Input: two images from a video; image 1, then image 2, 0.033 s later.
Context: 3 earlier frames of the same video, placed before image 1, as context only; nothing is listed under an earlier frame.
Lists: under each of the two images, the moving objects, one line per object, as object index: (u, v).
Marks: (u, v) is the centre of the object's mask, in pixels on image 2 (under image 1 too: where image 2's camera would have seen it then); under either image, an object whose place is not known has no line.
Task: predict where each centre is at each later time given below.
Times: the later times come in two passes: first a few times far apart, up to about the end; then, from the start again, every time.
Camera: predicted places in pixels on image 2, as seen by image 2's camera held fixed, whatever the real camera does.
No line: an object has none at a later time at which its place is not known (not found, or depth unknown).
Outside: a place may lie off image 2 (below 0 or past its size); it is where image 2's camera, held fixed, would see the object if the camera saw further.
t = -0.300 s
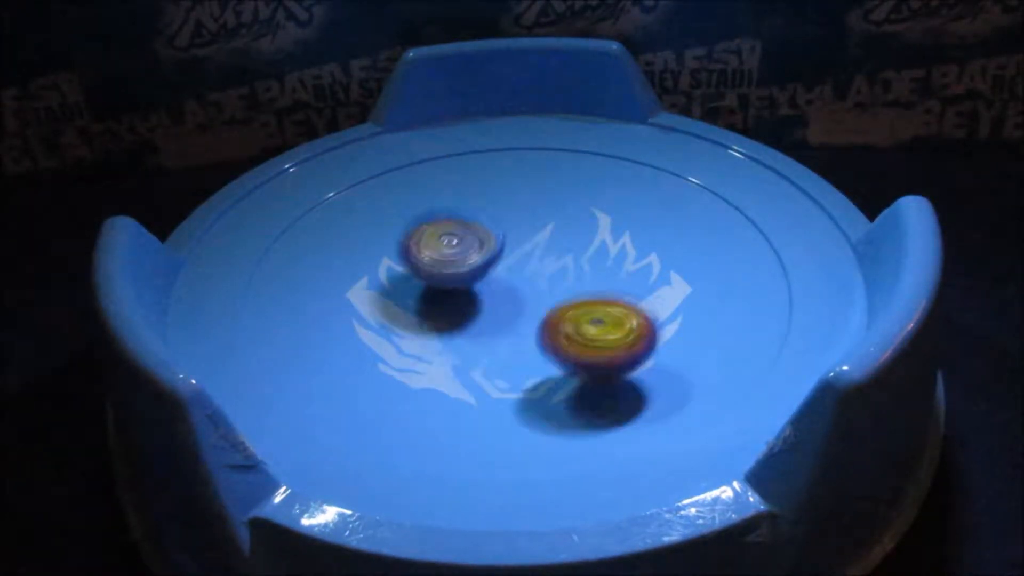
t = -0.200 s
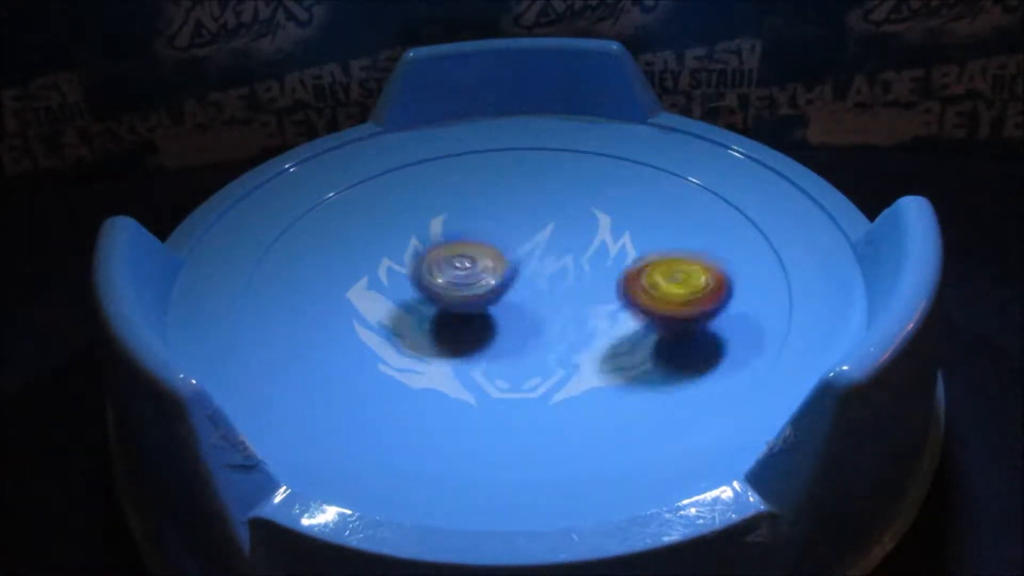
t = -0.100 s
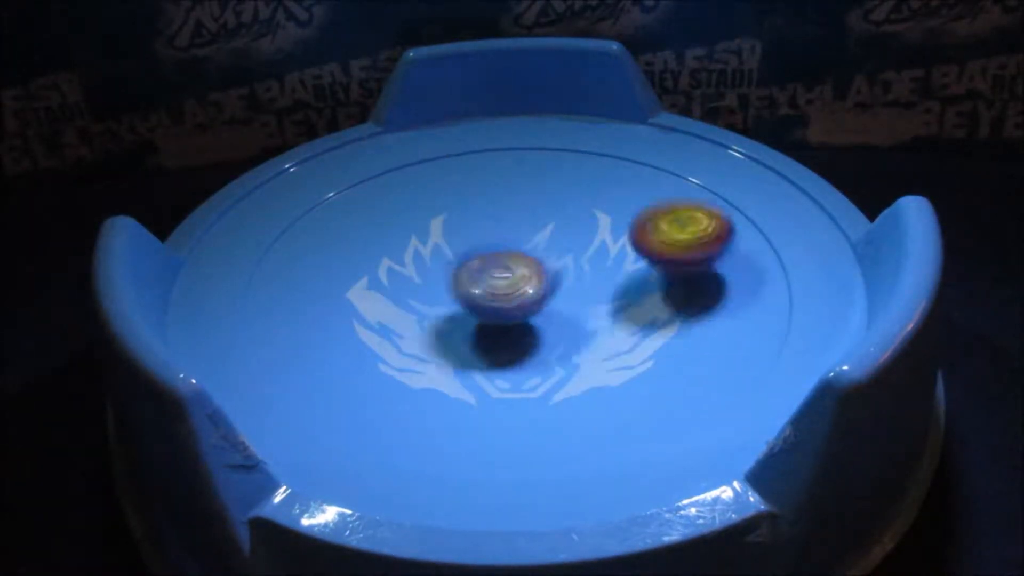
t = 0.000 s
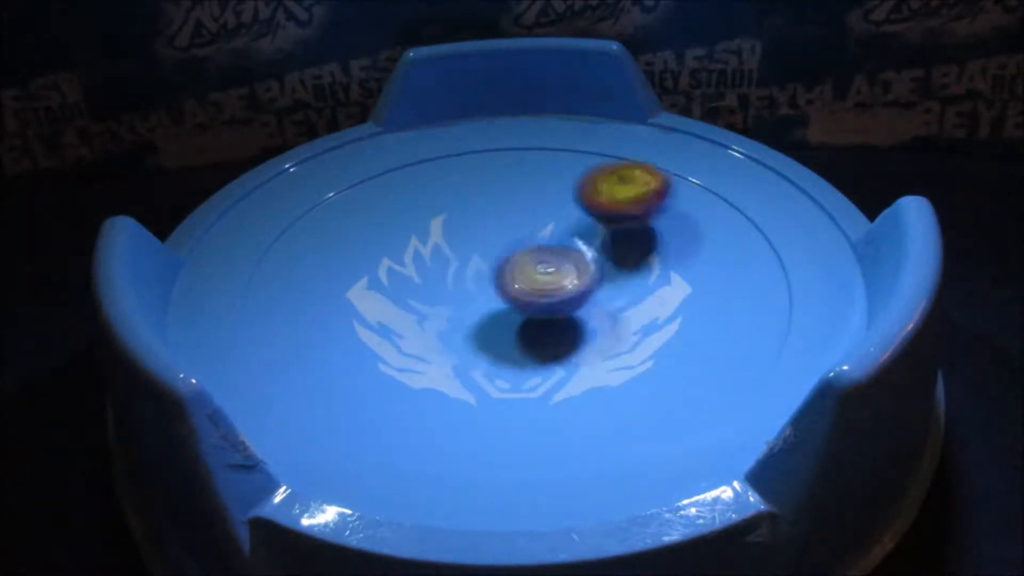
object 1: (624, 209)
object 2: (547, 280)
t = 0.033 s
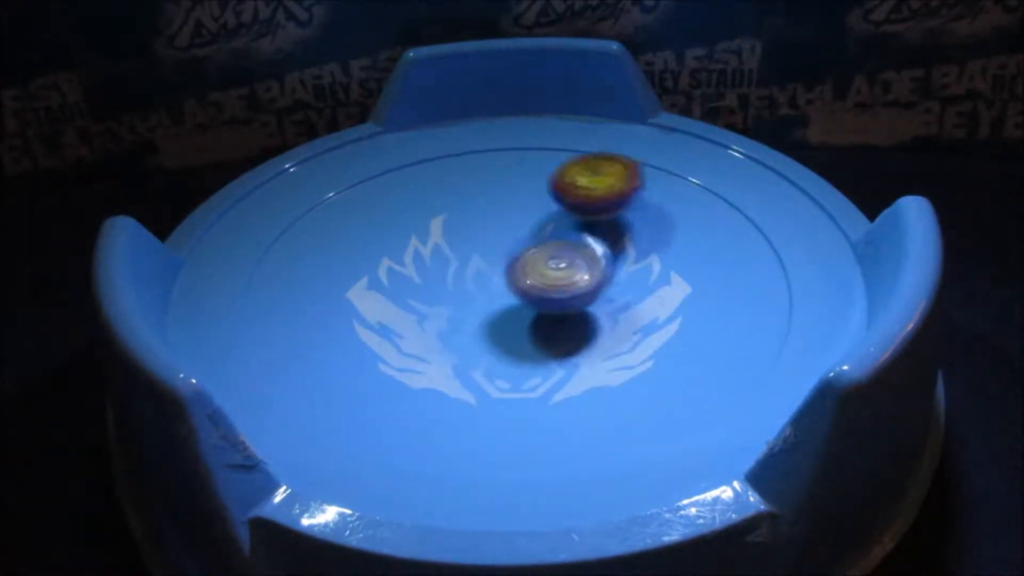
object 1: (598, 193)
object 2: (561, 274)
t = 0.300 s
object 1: (364, 258)
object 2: (558, 229)
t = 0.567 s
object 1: (505, 380)
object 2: (489, 267)
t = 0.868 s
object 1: (630, 229)
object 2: (559, 303)
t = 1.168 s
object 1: (390, 234)
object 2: (545, 252)
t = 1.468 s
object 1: (545, 345)
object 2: (455, 269)
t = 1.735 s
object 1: (609, 229)
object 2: (513, 296)
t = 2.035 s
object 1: (426, 264)
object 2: (550, 244)
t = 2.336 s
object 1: (575, 338)
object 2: (480, 247)
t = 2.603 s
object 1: (593, 235)
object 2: (521, 290)
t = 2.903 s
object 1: (407, 272)
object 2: (579, 260)
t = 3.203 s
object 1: (560, 338)
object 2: (497, 256)
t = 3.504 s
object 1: (585, 229)
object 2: (492, 298)
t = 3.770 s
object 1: (434, 250)
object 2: (549, 273)
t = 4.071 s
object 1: (522, 338)
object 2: (501, 241)
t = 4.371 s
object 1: (614, 254)
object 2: (490, 280)
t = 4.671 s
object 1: (462, 242)
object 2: (563, 272)
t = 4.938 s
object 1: (458, 328)
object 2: (536, 246)
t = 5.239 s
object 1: (608, 292)
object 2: (482, 273)
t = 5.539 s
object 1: (535, 215)
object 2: (519, 297)
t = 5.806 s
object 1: (454, 222)
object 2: (545, 312)
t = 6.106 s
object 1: (501, 209)
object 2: (504, 337)
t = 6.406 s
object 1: (545, 223)
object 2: (484, 296)
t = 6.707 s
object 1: (599, 261)
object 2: (483, 255)
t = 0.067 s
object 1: (564, 190)
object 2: (573, 269)
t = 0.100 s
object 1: (527, 192)
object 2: (578, 264)
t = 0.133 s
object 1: (497, 198)
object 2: (583, 256)
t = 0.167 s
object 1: (465, 205)
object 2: (584, 248)
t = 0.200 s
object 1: (431, 214)
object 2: (582, 241)
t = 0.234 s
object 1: (407, 226)
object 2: (577, 235)
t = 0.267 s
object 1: (384, 243)
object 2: (569, 230)
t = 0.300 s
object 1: (364, 258)
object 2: (558, 229)
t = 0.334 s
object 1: (356, 274)
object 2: (546, 229)
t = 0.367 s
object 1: (352, 297)
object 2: (534, 230)
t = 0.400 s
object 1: (354, 317)
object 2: (522, 232)
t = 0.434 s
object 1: (367, 335)
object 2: (512, 237)
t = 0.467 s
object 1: (391, 357)
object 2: (502, 244)
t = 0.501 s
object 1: (420, 373)
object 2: (495, 251)
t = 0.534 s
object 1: (461, 378)
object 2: (491, 259)
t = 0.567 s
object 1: (505, 380)
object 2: (489, 267)
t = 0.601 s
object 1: (549, 379)
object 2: (490, 275)
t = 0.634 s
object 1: (586, 370)
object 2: (492, 281)
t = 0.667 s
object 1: (619, 350)
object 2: (496, 289)
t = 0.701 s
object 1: (646, 329)
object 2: (503, 295)
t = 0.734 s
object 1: (661, 311)
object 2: (513, 300)
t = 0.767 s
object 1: (663, 289)
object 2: (522, 304)
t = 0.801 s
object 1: (656, 265)
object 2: (533, 305)
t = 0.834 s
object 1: (645, 245)
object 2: (546, 305)
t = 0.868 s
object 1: (630, 229)
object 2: (559, 303)
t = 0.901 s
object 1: (608, 211)
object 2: (570, 298)
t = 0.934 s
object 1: (580, 201)
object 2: (577, 293)
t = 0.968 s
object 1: (548, 196)
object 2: (581, 288)
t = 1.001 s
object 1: (520, 194)
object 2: (582, 281)
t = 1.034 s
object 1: (492, 195)
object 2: (580, 273)
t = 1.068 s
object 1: (461, 201)
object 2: (575, 266)
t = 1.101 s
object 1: (432, 209)
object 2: (567, 260)
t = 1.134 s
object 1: (407, 220)
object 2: (557, 256)
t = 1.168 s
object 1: (390, 234)
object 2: (545, 252)
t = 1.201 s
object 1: (379, 252)
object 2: (533, 250)
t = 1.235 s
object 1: (374, 274)
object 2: (521, 249)
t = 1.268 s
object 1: (377, 294)
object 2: (509, 249)
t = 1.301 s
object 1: (388, 310)
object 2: (498, 250)
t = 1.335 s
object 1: (412, 324)
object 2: (486, 252)
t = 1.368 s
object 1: (444, 335)
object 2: (477, 253)
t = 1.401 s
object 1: (476, 344)
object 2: (467, 256)
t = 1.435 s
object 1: (510, 348)
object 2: (459, 264)
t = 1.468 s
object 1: (545, 345)
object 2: (455, 269)
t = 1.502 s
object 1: (574, 336)
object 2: (453, 276)
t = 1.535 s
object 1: (602, 321)
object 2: (453, 283)
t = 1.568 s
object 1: (623, 303)
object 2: (457, 290)
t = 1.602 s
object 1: (635, 286)
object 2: (465, 295)
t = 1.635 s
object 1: (640, 270)
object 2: (475, 298)
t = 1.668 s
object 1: (636, 255)
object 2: (488, 299)
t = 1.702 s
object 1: (626, 241)
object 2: (500, 298)
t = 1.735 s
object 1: (609, 229)
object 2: (513, 296)
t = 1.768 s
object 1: (587, 218)
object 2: (525, 291)
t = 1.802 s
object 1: (563, 205)
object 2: (536, 287)
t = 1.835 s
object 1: (537, 202)
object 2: (545, 281)
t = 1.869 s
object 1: (513, 204)
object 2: (550, 276)
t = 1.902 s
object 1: (489, 213)
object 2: (555, 269)
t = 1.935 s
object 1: (469, 224)
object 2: (555, 263)
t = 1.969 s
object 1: (451, 235)
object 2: (555, 256)
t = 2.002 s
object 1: (437, 249)
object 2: (554, 250)
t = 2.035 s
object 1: (426, 264)
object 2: (550, 244)
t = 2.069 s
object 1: (420, 283)
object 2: (546, 239)
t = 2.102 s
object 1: (421, 298)
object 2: (538, 234)
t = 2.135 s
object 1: (428, 314)
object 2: (530, 231)
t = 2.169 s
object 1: (442, 327)
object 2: (521, 228)
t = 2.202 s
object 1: (462, 336)
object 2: (512, 229)
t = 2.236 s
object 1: (488, 343)
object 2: (502, 231)
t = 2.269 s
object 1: (517, 347)
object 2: (493, 235)
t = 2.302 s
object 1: (547, 344)
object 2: (485, 241)
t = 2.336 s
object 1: (575, 338)
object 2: (480, 247)
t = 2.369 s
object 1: (599, 327)
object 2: (479, 254)
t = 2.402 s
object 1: (617, 316)
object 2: (479, 262)
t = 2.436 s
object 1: (629, 301)
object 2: (482, 268)
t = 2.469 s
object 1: (633, 286)
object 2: (489, 274)
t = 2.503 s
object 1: (632, 271)
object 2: (494, 279)
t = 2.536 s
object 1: (624, 258)
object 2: (502, 284)
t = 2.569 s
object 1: (611, 246)
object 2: (510, 287)
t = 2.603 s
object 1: (593, 235)
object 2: (521, 290)
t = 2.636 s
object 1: (573, 220)
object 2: (533, 290)
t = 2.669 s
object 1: (547, 209)
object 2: (543, 291)
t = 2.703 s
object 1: (523, 214)
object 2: (554, 290)
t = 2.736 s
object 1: (499, 221)
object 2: (565, 287)
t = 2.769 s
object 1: (475, 228)
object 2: (573, 283)
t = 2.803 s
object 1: (453, 235)
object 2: (579, 278)
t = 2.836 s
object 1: (433, 245)
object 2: (581, 273)
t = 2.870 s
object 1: (418, 257)
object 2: (581, 266)
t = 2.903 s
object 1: (407, 272)
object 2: (579, 260)
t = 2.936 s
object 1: (402, 287)
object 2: (572, 255)
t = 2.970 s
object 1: (404, 303)
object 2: (565, 252)
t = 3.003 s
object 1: (413, 318)
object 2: (557, 249)
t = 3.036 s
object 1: (428, 331)
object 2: (546, 246)
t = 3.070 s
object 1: (451, 341)
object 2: (536, 247)
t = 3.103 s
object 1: (477, 347)
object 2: (524, 247)
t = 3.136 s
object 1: (506, 348)
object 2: (514, 250)
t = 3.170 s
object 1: (532, 345)
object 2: (505, 251)
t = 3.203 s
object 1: (560, 338)
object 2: (497, 256)
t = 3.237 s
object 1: (584, 329)
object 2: (489, 261)
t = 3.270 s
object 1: (601, 317)
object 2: (483, 265)
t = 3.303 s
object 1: (613, 304)
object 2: (477, 271)
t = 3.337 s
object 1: (621, 291)
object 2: (475, 276)
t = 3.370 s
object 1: (623, 278)
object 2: (473, 282)
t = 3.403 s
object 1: (621, 264)
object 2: (476, 287)
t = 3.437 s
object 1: (614, 250)
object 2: (479, 292)
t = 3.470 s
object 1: (602, 239)
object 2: (486, 296)
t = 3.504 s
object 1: (585, 229)
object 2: (492, 298)
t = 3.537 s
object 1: (566, 220)
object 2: (503, 299)
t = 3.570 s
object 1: (543, 213)
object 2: (512, 299)
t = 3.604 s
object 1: (520, 211)
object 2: (522, 298)
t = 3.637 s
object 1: (499, 214)
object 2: (531, 294)
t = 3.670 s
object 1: (479, 223)
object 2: (537, 291)
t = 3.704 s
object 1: (462, 232)
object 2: (544, 285)
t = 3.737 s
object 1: (446, 241)
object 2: (546, 279)
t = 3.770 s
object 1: (434, 250)
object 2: (549, 273)
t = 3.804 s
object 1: (423, 261)
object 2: (549, 267)
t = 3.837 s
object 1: (417, 276)
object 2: (545, 261)
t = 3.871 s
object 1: (418, 291)
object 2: (542, 257)
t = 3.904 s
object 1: (425, 307)
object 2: (539, 251)
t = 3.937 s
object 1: (439, 320)
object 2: (533, 247)
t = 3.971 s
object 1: (458, 329)
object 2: (526, 244)
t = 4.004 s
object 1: (478, 333)
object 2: (517, 242)
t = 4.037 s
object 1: (499, 336)
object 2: (509, 242)
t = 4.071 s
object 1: (522, 338)
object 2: (501, 241)
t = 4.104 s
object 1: (546, 339)
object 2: (494, 242)
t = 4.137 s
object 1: (572, 336)
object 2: (486, 245)
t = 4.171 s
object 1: (594, 327)
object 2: (480, 248)
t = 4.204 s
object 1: (609, 313)
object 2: (476, 254)
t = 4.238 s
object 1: (617, 301)
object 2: (475, 259)
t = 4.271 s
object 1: (622, 290)
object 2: (477, 265)
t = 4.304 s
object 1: (625, 280)
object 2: (478, 269)
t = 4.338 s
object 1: (623, 268)
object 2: (484, 274)
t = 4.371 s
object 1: (614, 254)
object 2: (490, 280)
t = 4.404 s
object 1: (599, 245)
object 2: (498, 282)
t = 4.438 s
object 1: (583, 239)
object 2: (506, 283)
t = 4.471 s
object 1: (571, 229)
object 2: (518, 283)
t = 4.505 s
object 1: (553, 213)
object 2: (527, 279)
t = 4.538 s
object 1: (533, 209)
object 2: (535, 283)
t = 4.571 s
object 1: (509, 216)
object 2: (544, 282)
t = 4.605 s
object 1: (490, 228)
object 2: (551, 279)
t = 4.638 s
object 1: (477, 237)
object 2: (560, 275)
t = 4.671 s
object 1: (462, 242)
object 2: (563, 272)
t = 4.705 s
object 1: (446, 249)
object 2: (566, 268)
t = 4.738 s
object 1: (433, 260)
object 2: (568, 262)
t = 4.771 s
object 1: (426, 274)
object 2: (567, 258)
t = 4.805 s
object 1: (425, 285)
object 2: (564, 253)
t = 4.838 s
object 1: (426, 293)
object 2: (557, 249)
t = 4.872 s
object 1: (429, 305)
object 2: (550, 248)
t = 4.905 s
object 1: (440, 319)
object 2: (543, 247)
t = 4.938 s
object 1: (458, 328)
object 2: (536, 246)
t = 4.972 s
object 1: (476, 330)
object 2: (528, 247)
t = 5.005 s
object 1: (493, 333)
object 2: (520, 246)
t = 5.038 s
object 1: (516, 336)
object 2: (513, 249)
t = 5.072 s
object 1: (540, 333)
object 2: (504, 252)
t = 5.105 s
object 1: (559, 327)
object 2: (498, 257)
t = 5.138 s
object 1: (574, 321)
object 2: (492, 262)
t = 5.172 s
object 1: (591, 317)
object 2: (489, 265)
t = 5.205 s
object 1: (605, 306)
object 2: (485, 269)
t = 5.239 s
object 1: (608, 292)
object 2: (482, 273)
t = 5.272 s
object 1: (610, 284)
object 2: (484, 277)
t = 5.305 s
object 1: (612, 275)
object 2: (486, 281)
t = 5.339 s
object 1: (607, 262)
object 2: (489, 283)
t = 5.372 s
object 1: (594, 254)
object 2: (494, 286)
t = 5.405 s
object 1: (584, 249)
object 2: (502, 288)
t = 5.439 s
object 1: (574, 238)
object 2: (508, 288)
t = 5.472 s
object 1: (556, 225)
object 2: (516, 285)
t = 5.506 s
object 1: (539, 217)
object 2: (519, 286)
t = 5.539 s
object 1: (535, 215)
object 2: (519, 297)
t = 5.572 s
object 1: (521, 210)
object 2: (519, 302)
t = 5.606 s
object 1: (511, 210)
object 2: (521, 306)
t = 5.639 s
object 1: (502, 207)
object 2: (524, 310)
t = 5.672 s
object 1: (486, 205)
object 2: (527, 314)
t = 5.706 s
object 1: (479, 209)
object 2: (531, 315)
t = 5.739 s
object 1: (470, 208)
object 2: (536, 315)
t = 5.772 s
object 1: (457, 214)
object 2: (541, 315)
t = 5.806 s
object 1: (454, 222)
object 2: (545, 312)
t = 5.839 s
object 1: (447, 226)
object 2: (547, 308)
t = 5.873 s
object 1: (444, 240)
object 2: (546, 303)
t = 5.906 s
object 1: (449, 248)
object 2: (545, 298)
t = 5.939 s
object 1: (449, 257)
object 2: (542, 294)
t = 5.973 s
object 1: (459, 265)
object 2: (537, 295)
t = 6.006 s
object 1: (474, 246)
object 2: (529, 315)
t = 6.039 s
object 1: (482, 226)
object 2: (519, 327)
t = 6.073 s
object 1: (490, 216)
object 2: (509, 336)
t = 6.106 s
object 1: (501, 209)
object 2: (504, 337)
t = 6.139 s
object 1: (506, 201)
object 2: (499, 339)
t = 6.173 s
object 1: (511, 196)
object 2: (494, 339)
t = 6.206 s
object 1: (518, 198)
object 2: (493, 332)
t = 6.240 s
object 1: (523, 204)
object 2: (487, 328)
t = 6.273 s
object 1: (525, 207)
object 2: (484, 323)
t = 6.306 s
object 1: (529, 209)
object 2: (485, 314)
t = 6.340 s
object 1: (533, 211)
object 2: (483, 310)
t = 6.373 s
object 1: (538, 217)
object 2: (485, 303)
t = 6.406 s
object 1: (545, 223)
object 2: (484, 296)
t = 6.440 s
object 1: (553, 229)
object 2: (487, 290)
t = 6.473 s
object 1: (560, 236)
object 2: (489, 280)
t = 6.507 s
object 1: (563, 245)
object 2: (492, 277)
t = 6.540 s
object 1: (572, 252)
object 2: (488, 267)
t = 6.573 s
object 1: (581, 256)
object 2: (485, 264)
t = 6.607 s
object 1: (587, 259)
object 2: (488, 263)
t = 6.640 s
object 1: (592, 259)
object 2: (488, 259)
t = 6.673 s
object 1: (595, 260)
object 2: (485, 256)
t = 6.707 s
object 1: (599, 261)
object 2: (483, 255)
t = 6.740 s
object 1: (603, 262)
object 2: (481, 254)
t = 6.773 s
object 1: (603, 262)
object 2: (479, 252)
